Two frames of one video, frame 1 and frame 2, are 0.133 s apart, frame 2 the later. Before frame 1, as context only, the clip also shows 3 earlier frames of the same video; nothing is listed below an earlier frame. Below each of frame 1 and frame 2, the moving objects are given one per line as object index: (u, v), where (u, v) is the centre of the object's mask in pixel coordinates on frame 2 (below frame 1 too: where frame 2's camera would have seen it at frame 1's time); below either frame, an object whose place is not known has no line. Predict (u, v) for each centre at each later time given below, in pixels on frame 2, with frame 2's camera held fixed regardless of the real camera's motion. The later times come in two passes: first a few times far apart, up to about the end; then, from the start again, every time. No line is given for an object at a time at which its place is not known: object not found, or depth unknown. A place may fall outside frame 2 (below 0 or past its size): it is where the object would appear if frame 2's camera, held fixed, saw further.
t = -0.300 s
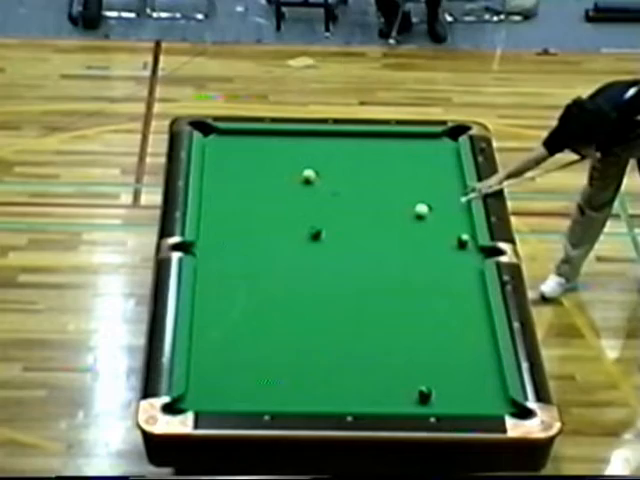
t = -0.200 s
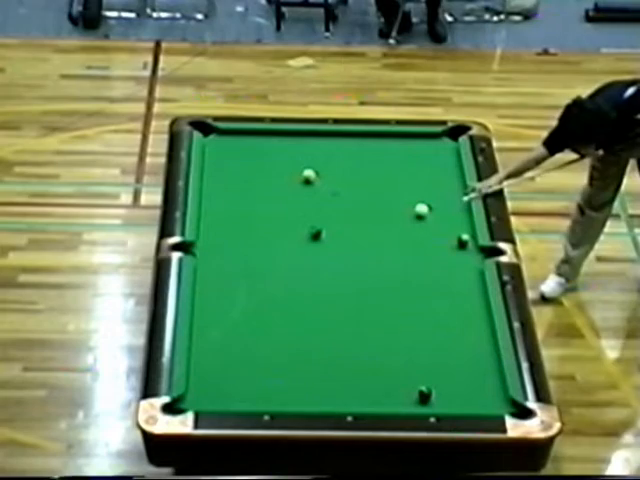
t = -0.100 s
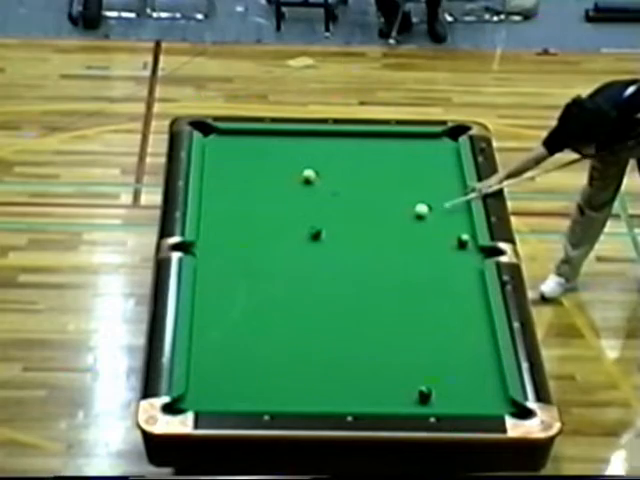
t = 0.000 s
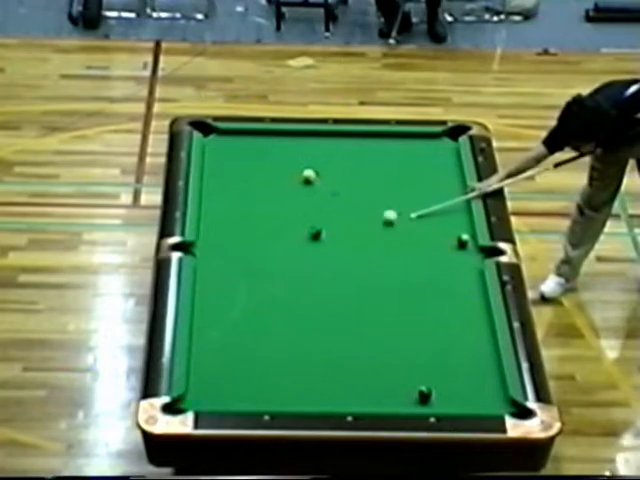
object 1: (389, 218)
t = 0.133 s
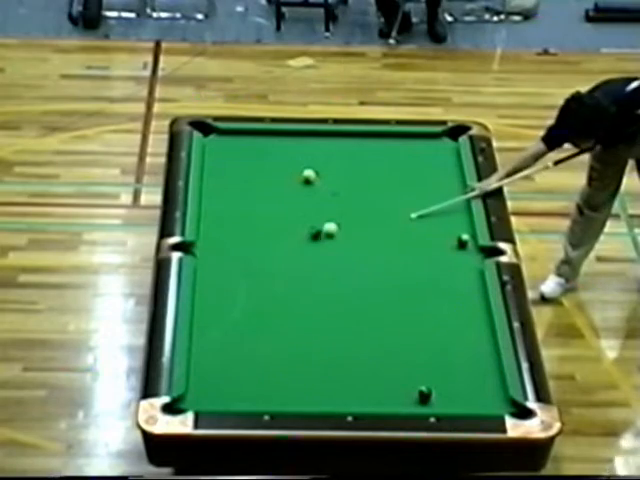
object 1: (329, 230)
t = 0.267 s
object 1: (332, 230)
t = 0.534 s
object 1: (353, 228)
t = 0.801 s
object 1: (371, 226)
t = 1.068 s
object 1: (390, 224)
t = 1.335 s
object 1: (407, 222)
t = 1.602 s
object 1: (423, 220)
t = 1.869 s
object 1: (437, 219)
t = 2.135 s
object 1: (451, 217)
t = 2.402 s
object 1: (464, 216)
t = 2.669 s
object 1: (463, 216)
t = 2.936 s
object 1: (457, 214)
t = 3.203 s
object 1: (453, 214)
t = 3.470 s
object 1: (450, 214)
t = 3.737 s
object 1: (448, 214)
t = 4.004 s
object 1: (448, 213)
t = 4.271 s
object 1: (448, 213)
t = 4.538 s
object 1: (448, 213)
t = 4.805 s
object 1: (448, 213)
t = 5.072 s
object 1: (448, 213)
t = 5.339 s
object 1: (448, 213)
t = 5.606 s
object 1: (448, 213)
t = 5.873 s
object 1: (447, 213)
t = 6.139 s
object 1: (448, 213)
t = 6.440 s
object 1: (448, 213)
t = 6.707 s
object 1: (447, 213)
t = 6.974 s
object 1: (447, 213)
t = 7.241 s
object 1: (447, 213)
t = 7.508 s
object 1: (448, 213)
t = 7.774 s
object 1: (448, 213)
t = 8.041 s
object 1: (448, 213)
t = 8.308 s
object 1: (448, 213)
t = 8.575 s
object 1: (448, 213)
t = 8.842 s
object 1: (448, 213)
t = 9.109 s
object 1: (448, 213)
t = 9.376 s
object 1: (448, 213)
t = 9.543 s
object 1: (448, 213)
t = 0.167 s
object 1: (328, 230)
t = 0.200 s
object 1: (328, 230)
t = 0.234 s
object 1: (330, 230)
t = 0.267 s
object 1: (332, 230)
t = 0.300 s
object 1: (334, 230)
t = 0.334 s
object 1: (337, 230)
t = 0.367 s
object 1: (340, 229)
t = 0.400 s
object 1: (342, 229)
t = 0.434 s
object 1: (345, 229)
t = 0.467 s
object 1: (347, 229)
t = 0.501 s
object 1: (350, 228)
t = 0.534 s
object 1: (353, 228)
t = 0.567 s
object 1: (355, 228)
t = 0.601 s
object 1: (358, 228)
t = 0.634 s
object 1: (360, 227)
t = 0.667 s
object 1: (362, 227)
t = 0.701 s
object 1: (365, 227)
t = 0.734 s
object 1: (367, 226)
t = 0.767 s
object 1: (369, 226)
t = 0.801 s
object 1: (371, 226)
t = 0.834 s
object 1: (374, 226)
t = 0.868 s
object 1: (377, 225)
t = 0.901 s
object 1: (379, 225)
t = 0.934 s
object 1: (381, 225)
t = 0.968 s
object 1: (383, 225)
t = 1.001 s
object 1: (386, 224)
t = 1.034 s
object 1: (388, 224)
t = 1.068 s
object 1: (390, 224)
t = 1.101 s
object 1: (392, 224)
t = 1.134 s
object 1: (394, 224)
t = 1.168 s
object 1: (396, 223)
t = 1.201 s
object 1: (399, 223)
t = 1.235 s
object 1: (401, 223)
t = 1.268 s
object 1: (403, 222)
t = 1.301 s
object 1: (405, 222)
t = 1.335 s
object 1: (407, 222)
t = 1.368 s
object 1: (409, 222)
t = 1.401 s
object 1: (411, 222)
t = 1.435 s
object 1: (413, 222)
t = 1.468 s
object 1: (415, 221)
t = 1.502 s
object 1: (417, 221)
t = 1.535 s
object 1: (419, 221)
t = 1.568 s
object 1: (421, 220)
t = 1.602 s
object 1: (423, 220)
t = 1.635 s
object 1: (425, 220)
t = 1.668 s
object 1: (427, 220)
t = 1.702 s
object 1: (428, 219)
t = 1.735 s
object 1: (430, 219)
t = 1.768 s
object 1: (432, 219)
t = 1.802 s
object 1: (434, 219)
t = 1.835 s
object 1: (436, 219)
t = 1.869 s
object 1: (437, 219)
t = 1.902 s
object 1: (439, 218)
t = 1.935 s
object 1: (441, 218)
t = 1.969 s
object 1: (443, 218)
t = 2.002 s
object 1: (444, 218)
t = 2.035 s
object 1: (446, 218)
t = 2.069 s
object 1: (448, 218)
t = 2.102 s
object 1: (450, 218)
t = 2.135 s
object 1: (451, 217)
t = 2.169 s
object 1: (453, 217)
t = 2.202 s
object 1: (454, 217)
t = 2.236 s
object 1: (456, 217)
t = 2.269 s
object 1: (457, 217)
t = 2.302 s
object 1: (459, 217)
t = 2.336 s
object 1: (460, 216)
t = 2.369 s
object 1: (462, 216)
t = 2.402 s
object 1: (464, 216)
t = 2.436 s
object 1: (465, 216)
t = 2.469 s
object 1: (467, 216)
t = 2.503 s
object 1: (467, 216)
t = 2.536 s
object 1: (466, 216)
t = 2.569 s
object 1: (465, 216)
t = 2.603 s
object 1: (464, 216)
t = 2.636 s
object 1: (463, 216)
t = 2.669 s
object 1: (463, 216)
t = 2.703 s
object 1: (462, 215)
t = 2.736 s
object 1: (461, 215)
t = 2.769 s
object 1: (461, 215)
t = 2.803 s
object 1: (460, 215)
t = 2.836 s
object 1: (459, 215)
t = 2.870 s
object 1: (458, 215)
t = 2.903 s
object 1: (458, 215)
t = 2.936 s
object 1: (457, 214)
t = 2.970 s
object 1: (457, 214)
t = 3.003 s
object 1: (456, 214)
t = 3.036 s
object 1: (456, 214)
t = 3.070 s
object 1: (455, 214)
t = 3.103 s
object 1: (454, 214)
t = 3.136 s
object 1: (454, 214)
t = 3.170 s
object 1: (454, 214)
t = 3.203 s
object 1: (453, 214)
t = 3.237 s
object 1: (453, 214)
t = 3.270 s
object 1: (452, 214)
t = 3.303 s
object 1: (452, 214)
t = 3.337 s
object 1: (451, 214)
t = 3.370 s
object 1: (451, 214)
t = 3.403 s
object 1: (451, 214)
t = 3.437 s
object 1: (450, 214)
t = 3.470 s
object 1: (450, 214)
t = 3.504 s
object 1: (450, 214)
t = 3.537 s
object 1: (449, 214)
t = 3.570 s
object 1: (449, 214)
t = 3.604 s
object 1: (449, 214)
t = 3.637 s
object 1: (449, 214)
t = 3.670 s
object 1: (449, 214)
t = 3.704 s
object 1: (448, 214)
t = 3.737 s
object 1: (448, 214)
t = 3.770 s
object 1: (448, 214)
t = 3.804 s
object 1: (448, 214)
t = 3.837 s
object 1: (448, 213)
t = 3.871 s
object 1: (448, 213)
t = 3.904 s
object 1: (448, 213)
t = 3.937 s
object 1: (448, 213)
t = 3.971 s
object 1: (448, 213)
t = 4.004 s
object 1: (448, 213)
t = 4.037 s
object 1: (448, 213)
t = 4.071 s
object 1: (448, 214)
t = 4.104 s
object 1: (448, 213)
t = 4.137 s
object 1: (448, 214)
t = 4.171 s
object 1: (448, 214)
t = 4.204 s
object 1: (448, 213)
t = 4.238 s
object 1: (448, 213)
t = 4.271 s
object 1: (448, 213)
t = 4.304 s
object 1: (448, 213)
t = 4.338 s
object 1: (448, 213)
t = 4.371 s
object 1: (448, 213)
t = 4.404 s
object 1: (448, 213)
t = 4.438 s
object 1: (448, 213)
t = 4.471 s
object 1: (448, 213)
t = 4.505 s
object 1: (448, 213)
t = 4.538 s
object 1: (448, 213)
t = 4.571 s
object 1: (448, 213)
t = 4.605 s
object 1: (448, 213)
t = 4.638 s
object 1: (448, 213)
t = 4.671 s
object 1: (448, 213)
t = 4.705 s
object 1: (448, 213)
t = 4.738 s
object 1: (448, 213)
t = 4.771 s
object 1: (448, 213)
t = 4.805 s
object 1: (448, 213)
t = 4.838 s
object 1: (448, 213)
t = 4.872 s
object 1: (448, 213)
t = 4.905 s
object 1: (448, 213)
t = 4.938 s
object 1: (448, 213)
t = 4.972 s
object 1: (448, 213)
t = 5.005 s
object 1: (448, 213)
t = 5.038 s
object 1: (448, 213)
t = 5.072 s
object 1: (448, 213)
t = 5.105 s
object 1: (448, 213)
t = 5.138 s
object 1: (448, 213)
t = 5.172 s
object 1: (448, 213)
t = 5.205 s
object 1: (448, 213)
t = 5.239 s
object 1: (448, 213)
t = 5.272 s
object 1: (448, 213)
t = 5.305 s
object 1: (448, 213)
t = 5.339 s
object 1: (448, 213)
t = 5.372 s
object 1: (448, 213)
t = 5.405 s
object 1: (448, 213)
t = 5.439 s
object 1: (448, 213)
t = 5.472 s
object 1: (448, 213)
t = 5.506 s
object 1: (448, 213)
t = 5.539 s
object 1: (448, 213)
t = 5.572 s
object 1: (448, 213)
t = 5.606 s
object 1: (448, 213)
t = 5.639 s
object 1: (448, 213)
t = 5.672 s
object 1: (448, 213)
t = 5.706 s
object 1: (448, 213)
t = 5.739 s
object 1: (448, 213)
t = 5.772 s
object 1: (448, 213)
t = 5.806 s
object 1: (448, 213)
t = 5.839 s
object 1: (447, 213)
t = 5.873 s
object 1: (447, 213)
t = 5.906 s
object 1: (447, 213)
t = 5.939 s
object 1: (448, 213)
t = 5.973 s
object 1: (448, 213)
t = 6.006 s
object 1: (448, 213)
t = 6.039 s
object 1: (447, 213)
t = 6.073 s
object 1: (447, 213)
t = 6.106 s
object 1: (448, 213)
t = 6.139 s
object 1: (448, 213)
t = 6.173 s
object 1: (448, 213)
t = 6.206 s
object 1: (448, 213)
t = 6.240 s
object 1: (448, 213)
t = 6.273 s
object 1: (448, 213)
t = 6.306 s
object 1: (448, 213)
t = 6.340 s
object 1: (448, 213)
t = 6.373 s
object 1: (448, 213)
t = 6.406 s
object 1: (448, 213)
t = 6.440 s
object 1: (448, 213)
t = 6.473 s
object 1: (448, 213)
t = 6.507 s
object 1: (448, 213)
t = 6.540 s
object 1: (448, 213)
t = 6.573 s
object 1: (447, 213)
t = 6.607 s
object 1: (448, 213)
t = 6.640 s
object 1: (448, 213)
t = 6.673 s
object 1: (447, 213)
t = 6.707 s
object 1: (447, 213)
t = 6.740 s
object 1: (447, 213)
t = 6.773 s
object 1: (447, 213)
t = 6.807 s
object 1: (447, 213)
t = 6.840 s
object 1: (447, 213)
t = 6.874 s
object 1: (447, 213)
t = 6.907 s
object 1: (447, 213)
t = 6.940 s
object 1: (447, 213)
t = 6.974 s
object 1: (447, 213)
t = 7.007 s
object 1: (448, 213)
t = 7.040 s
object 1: (448, 213)
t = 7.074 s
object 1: (448, 213)
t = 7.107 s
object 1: (448, 213)
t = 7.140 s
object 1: (448, 213)
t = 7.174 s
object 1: (448, 213)
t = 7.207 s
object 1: (448, 213)
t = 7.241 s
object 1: (447, 213)
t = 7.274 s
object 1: (448, 213)
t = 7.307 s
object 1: (448, 213)
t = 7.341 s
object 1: (447, 213)
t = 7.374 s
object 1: (448, 213)
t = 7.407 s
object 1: (448, 213)
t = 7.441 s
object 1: (448, 213)
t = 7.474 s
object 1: (448, 213)
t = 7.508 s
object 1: (448, 213)
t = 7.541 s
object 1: (447, 213)
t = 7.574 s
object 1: (448, 213)
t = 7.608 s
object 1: (447, 213)
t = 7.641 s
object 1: (448, 213)
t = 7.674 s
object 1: (447, 213)
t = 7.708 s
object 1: (448, 213)
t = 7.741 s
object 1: (448, 213)
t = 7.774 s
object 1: (448, 213)
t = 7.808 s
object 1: (448, 213)
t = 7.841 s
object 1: (448, 213)
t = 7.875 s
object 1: (448, 213)
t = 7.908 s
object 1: (448, 213)
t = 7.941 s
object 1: (448, 213)
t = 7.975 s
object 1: (448, 213)
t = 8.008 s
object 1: (448, 213)
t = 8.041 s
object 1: (448, 213)
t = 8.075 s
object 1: (448, 213)
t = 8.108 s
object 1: (448, 213)
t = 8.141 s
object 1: (448, 213)
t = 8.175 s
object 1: (448, 213)
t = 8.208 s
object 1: (448, 213)
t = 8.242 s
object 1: (448, 213)
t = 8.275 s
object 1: (448, 213)
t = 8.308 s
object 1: (448, 213)
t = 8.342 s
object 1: (448, 213)
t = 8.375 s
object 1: (448, 213)
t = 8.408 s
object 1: (448, 213)
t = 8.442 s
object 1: (448, 213)
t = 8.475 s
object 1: (448, 213)
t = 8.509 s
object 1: (448, 213)
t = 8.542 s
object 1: (448, 213)
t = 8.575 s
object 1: (448, 213)
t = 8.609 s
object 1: (448, 213)
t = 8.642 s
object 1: (448, 213)
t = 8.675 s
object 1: (448, 213)
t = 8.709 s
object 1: (448, 213)
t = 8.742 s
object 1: (448, 213)
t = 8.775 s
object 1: (448, 213)
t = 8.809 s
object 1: (448, 213)
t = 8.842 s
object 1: (448, 213)
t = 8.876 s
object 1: (448, 213)
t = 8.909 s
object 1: (448, 213)
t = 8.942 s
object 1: (448, 213)
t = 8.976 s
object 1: (448, 213)
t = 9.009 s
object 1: (448, 213)
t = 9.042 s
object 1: (448, 213)
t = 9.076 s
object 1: (448, 213)
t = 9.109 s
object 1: (448, 213)
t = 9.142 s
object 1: (448, 213)
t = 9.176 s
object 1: (448, 213)
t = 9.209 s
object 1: (448, 213)
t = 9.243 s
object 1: (448, 213)
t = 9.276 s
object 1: (448, 214)
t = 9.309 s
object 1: (448, 213)
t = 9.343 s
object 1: (448, 213)
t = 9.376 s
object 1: (448, 213)
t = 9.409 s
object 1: (448, 214)
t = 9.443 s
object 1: (448, 214)
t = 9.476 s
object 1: (448, 213)
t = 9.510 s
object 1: (448, 213)
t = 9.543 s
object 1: (448, 213)
